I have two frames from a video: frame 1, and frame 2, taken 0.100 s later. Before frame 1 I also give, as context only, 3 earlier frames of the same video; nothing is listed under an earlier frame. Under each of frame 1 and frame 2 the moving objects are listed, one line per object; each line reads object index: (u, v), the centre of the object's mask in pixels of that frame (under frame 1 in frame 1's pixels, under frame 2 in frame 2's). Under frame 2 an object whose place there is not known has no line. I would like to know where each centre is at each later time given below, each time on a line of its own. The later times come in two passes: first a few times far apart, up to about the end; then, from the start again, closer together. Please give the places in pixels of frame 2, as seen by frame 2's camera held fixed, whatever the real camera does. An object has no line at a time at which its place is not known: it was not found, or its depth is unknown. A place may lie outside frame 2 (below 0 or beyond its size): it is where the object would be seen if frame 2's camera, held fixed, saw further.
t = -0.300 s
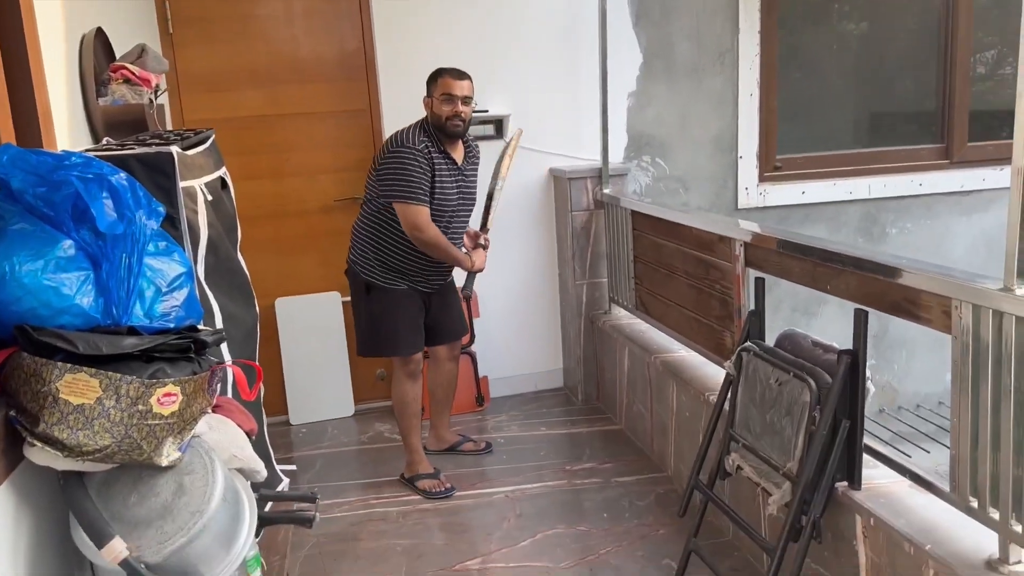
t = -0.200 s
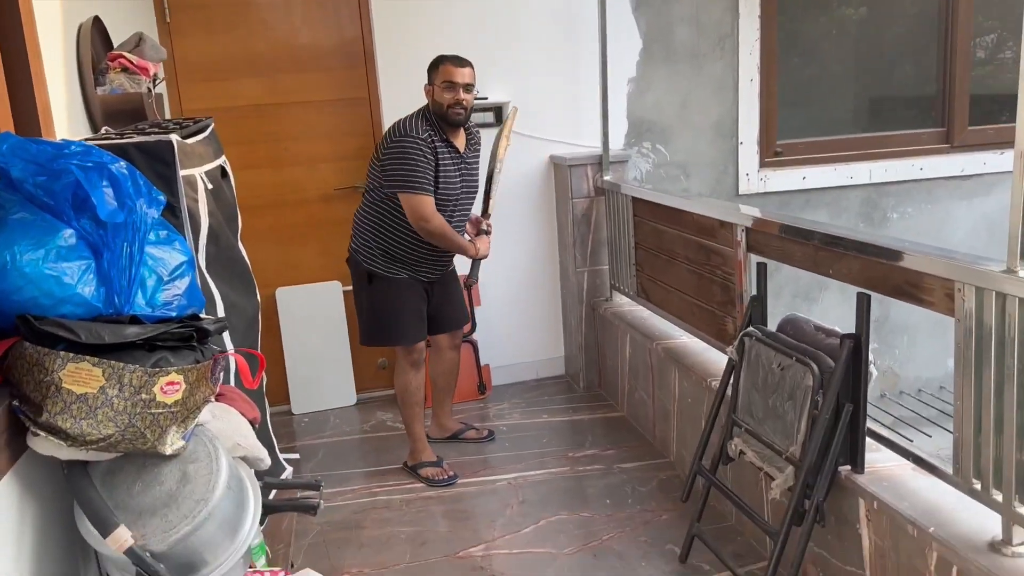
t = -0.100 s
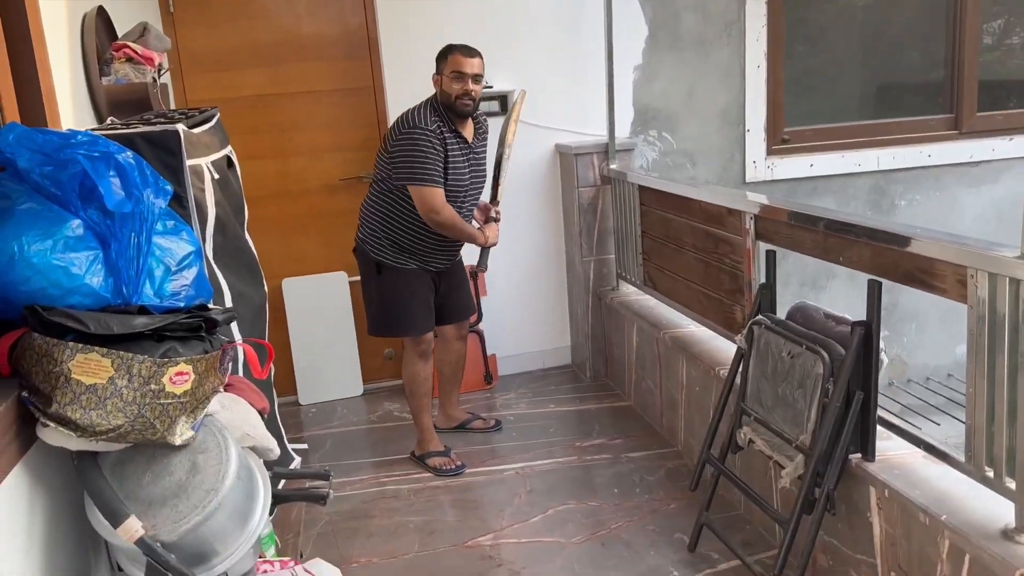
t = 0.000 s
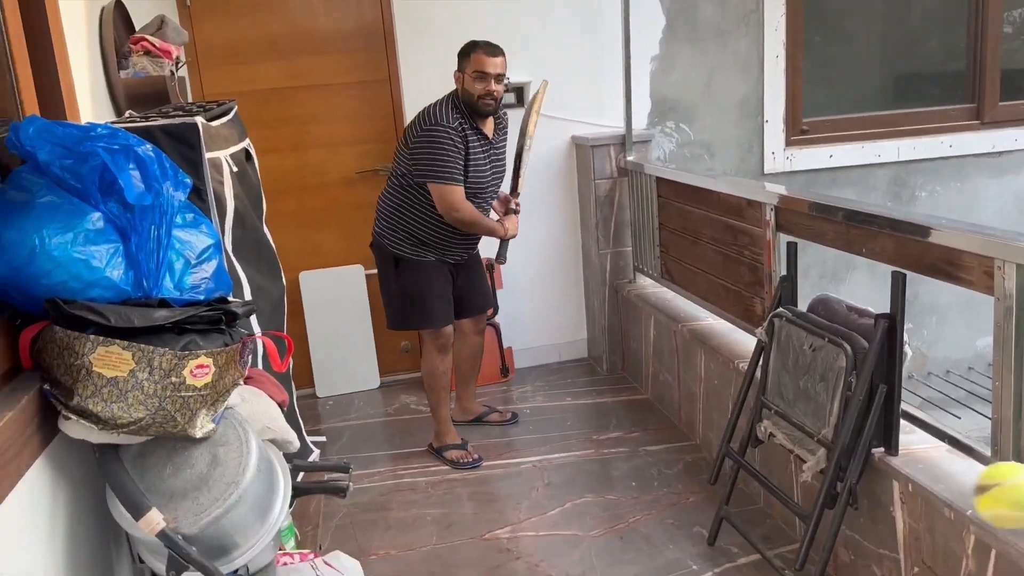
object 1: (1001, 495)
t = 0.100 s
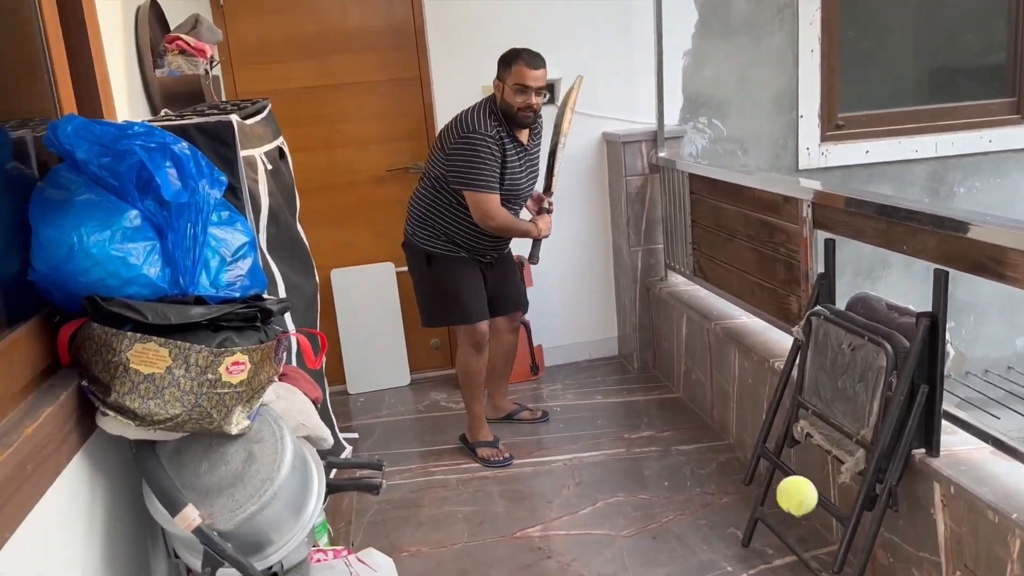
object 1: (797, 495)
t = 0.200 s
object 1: (693, 529)
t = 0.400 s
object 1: (578, 368)
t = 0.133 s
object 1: (753, 504)
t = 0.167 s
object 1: (720, 516)
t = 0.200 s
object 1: (693, 529)
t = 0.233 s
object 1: (672, 543)
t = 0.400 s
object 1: (578, 368)
